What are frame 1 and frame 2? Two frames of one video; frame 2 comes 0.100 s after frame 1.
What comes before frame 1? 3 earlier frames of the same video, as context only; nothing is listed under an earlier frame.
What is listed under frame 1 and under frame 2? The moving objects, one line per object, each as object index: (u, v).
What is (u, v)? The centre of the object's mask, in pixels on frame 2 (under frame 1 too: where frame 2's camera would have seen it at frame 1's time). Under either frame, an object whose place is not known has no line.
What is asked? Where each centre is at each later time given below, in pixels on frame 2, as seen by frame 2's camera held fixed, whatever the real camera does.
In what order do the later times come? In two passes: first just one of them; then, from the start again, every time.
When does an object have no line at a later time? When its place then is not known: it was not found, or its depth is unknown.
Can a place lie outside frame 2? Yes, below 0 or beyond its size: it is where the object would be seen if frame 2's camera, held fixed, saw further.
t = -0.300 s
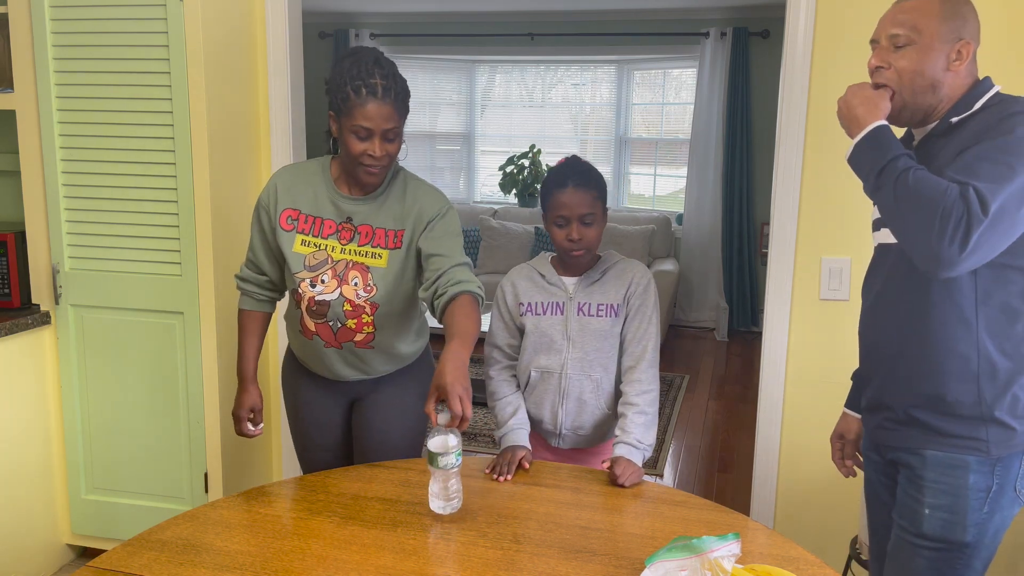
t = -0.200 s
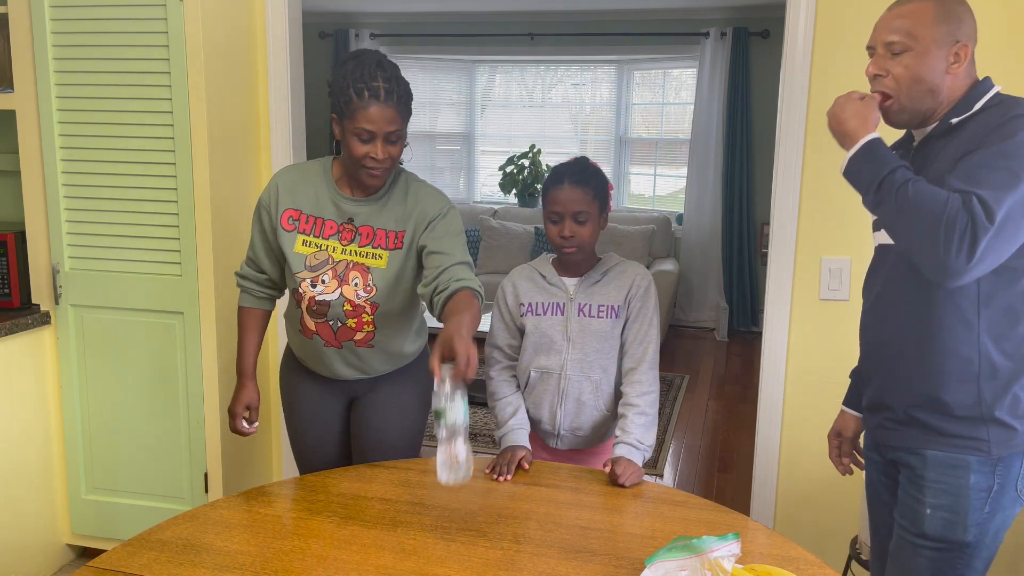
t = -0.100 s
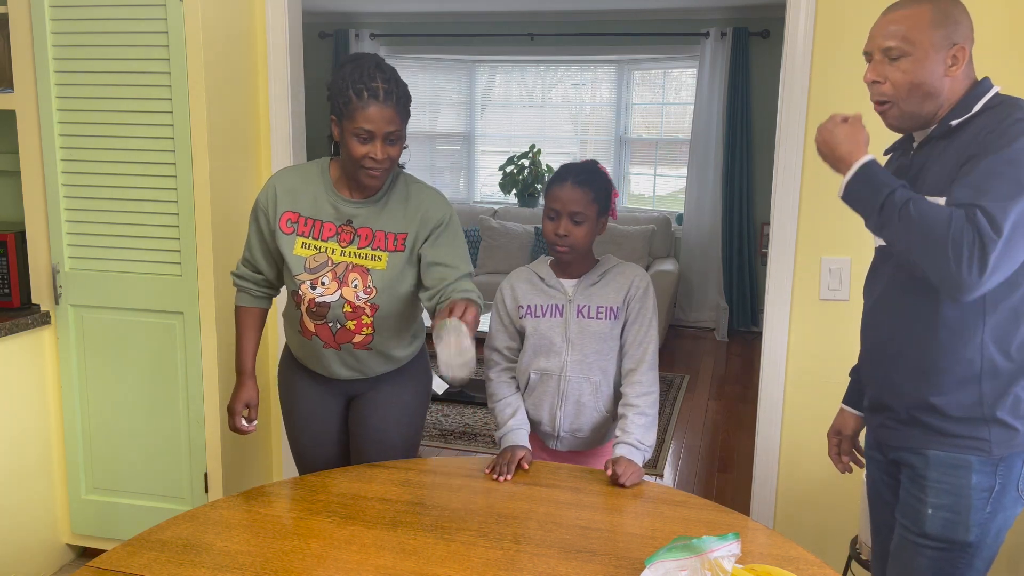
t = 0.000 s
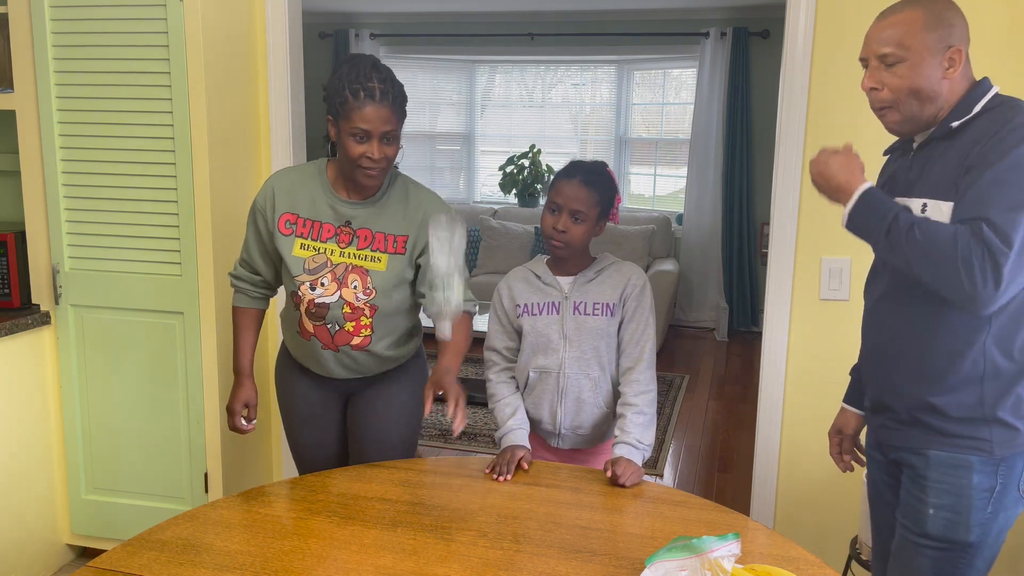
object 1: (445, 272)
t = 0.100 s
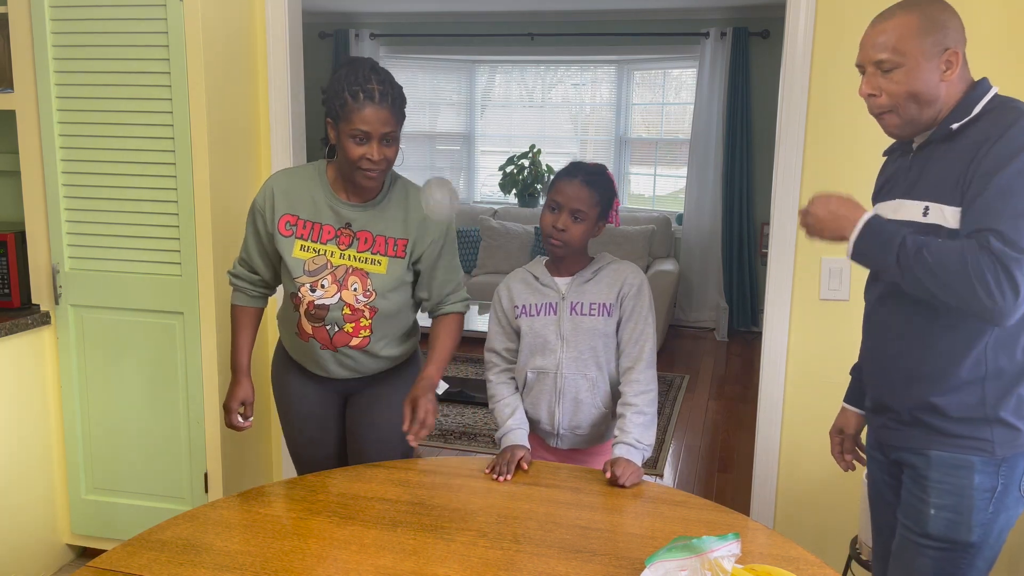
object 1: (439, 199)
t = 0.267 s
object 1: (424, 226)
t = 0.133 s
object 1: (436, 189)
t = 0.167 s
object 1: (432, 189)
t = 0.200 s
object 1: (429, 196)
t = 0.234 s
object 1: (427, 209)
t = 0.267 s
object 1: (424, 226)
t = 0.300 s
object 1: (421, 248)
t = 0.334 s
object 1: (419, 276)
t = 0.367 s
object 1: (417, 309)
